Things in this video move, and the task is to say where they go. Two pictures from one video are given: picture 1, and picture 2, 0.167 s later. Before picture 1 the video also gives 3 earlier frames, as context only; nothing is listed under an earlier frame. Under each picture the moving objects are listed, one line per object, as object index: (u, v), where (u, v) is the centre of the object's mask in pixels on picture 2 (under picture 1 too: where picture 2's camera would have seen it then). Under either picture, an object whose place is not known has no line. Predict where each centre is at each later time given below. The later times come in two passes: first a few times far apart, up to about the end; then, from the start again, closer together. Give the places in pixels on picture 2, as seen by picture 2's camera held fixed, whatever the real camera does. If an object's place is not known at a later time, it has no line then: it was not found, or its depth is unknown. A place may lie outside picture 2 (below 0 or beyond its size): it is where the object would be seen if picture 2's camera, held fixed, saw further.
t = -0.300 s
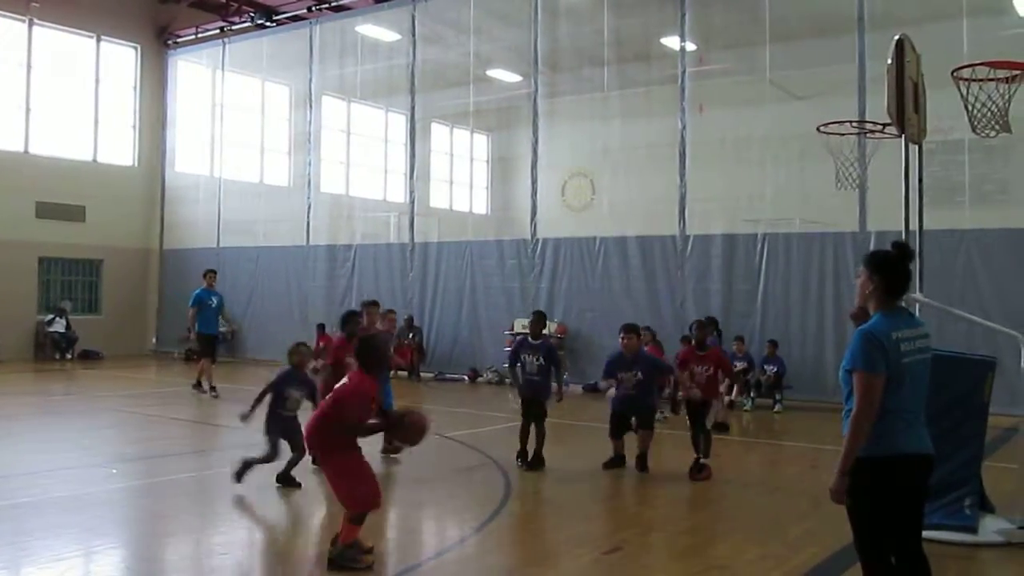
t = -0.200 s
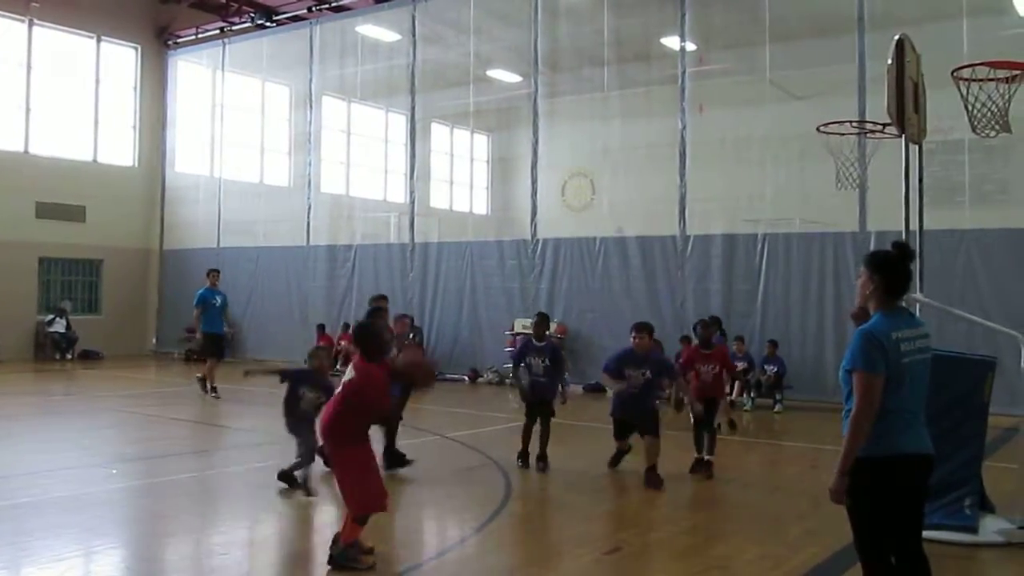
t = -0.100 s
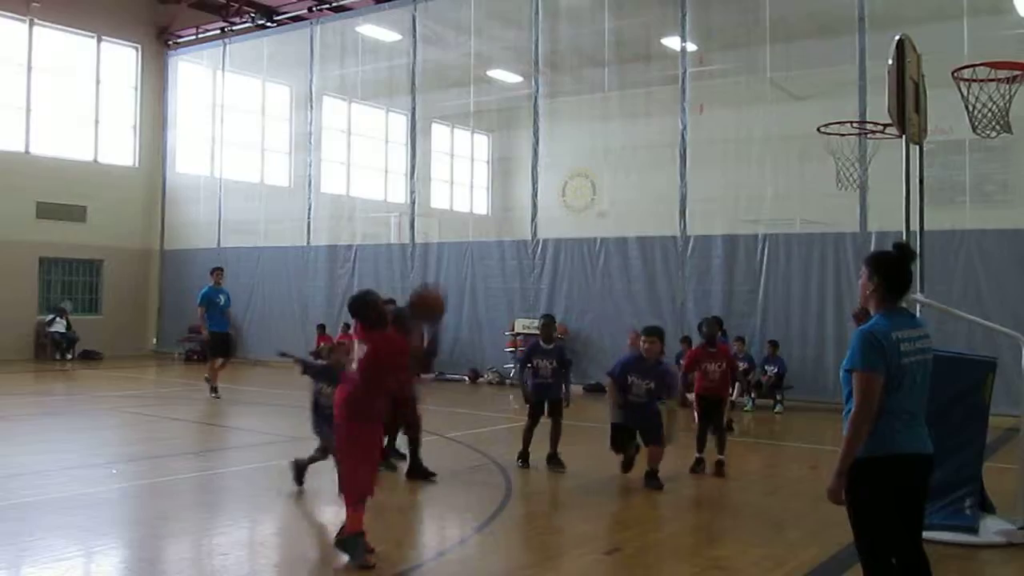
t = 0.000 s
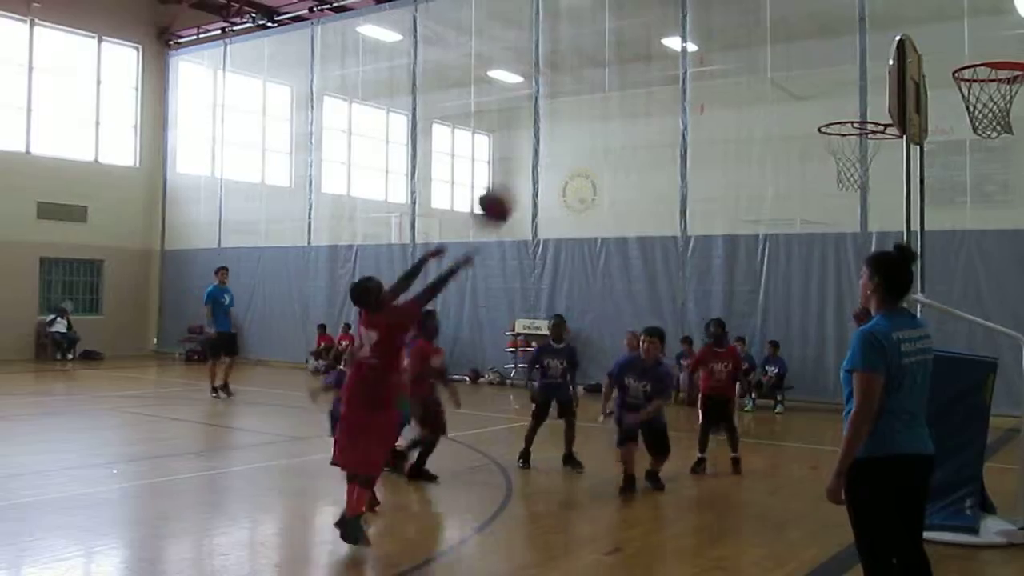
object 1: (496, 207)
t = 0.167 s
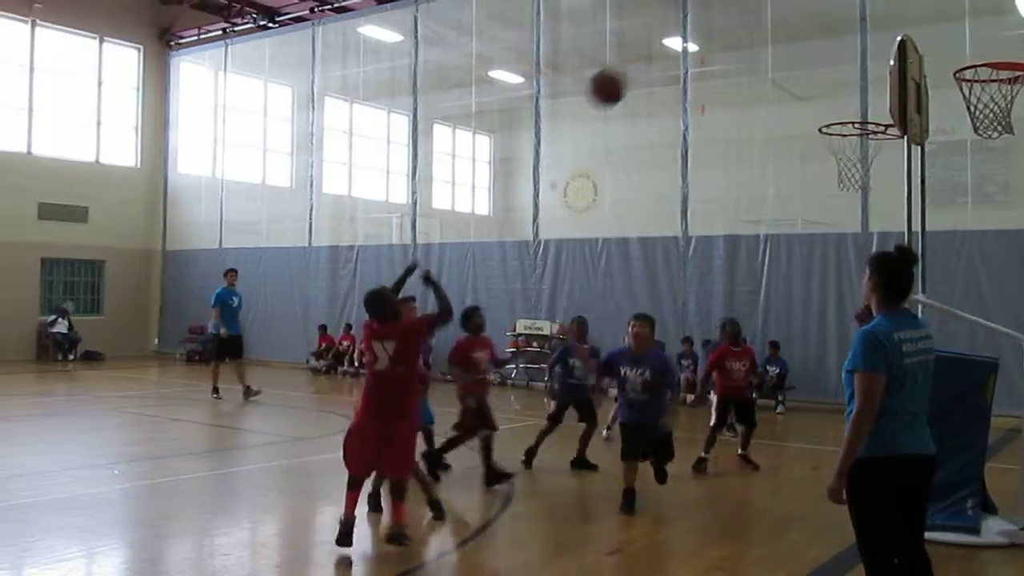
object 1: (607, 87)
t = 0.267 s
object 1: (668, 44)
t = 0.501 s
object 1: (794, 13)
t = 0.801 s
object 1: (878, 73)
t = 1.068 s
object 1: (852, 201)
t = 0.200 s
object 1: (629, 70)
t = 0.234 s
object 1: (648, 56)
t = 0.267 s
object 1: (668, 44)
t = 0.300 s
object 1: (689, 33)
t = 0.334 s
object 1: (706, 26)
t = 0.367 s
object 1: (725, 19)
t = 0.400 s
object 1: (742, 15)
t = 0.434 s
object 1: (760, 13)
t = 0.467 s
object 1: (777, 13)
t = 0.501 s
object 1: (794, 13)
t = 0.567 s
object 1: (827, 16)
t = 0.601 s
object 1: (842, 21)
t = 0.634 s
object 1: (859, 27)
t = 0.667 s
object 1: (874, 36)
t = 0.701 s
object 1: (883, 43)
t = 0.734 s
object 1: (882, 52)
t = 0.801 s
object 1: (878, 73)
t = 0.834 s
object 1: (875, 85)
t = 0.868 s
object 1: (872, 98)
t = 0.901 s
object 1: (868, 112)
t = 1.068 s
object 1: (852, 201)
